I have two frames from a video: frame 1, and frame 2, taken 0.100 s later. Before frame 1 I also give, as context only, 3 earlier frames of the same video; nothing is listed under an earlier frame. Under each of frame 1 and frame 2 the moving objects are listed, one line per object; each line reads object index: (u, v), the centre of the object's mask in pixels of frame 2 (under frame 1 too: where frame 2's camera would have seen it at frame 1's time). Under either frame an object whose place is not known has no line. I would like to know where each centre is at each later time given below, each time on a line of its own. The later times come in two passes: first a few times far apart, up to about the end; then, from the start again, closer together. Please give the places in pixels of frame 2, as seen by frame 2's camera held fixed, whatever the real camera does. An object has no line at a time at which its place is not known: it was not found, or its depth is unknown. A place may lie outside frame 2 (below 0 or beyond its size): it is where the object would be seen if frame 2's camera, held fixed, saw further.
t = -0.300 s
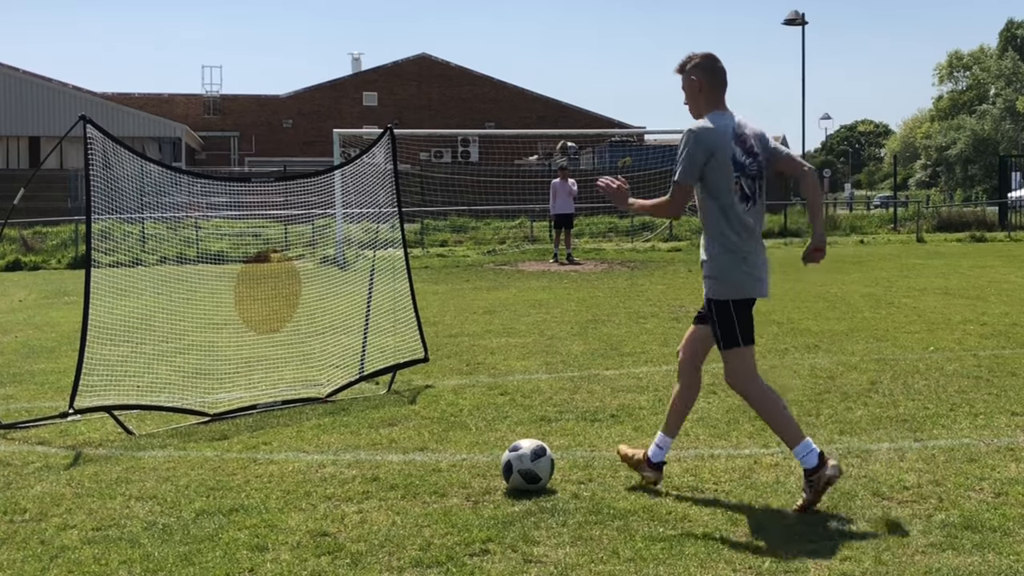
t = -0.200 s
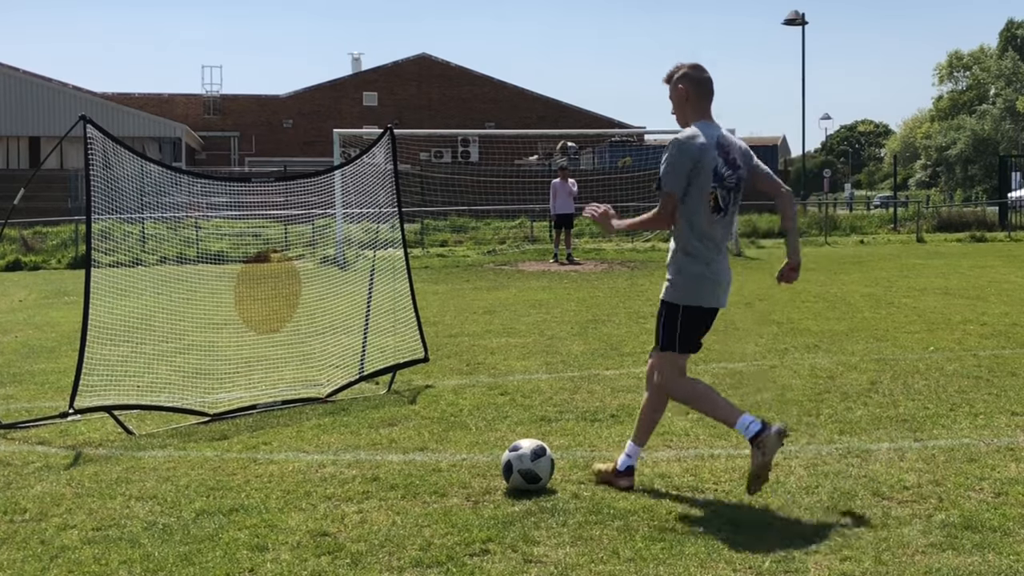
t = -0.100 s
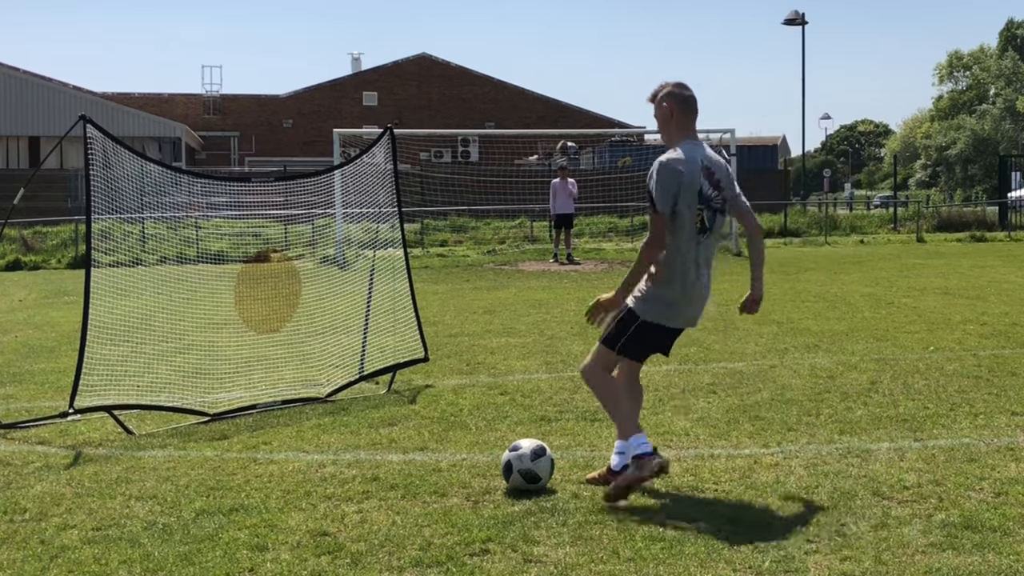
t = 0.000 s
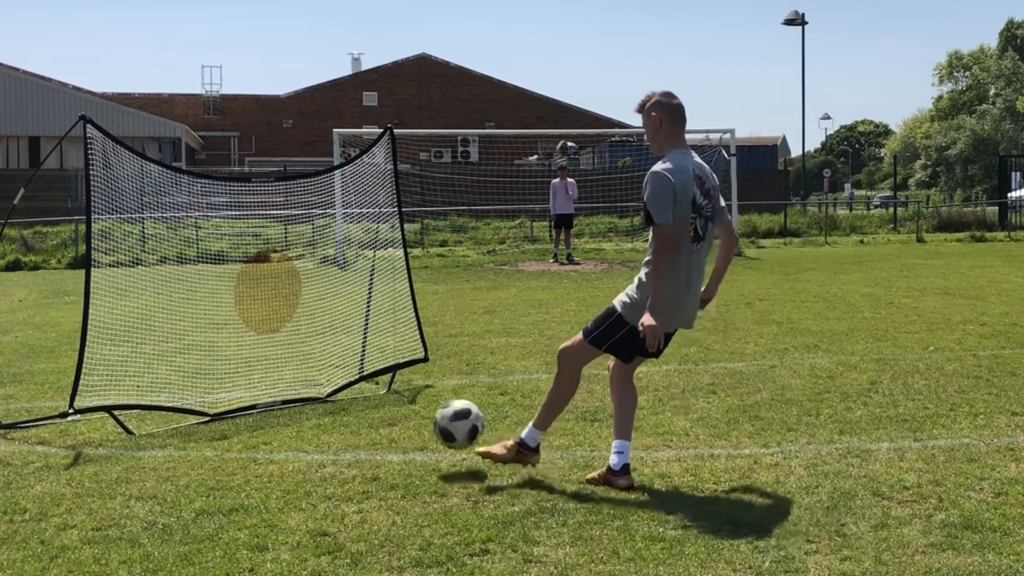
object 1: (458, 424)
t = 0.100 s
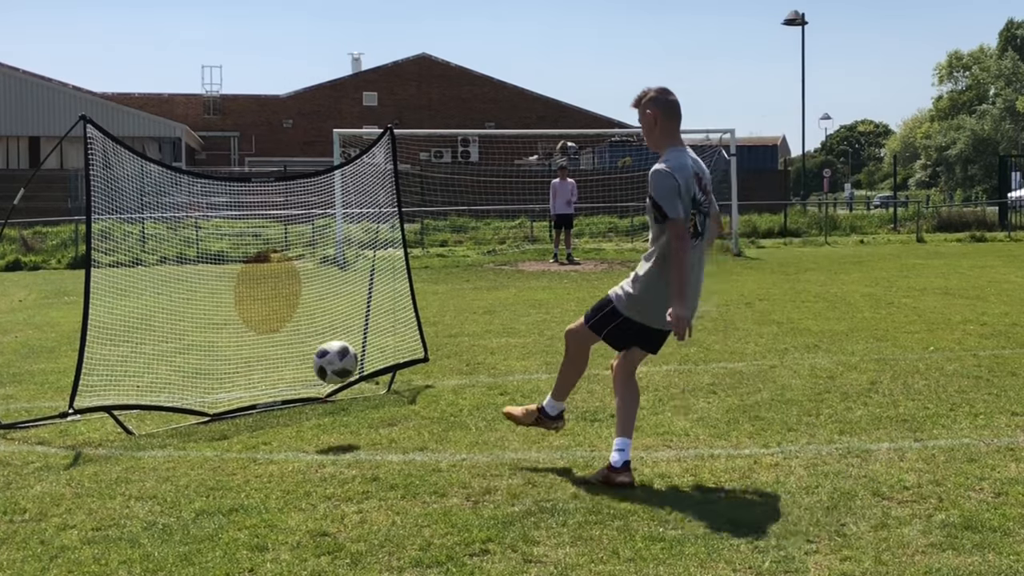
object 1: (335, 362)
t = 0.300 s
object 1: (200, 332)
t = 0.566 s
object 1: (362, 231)
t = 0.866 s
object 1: (608, 229)
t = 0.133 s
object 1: (301, 349)
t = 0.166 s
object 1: (270, 339)
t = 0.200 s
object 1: (242, 331)
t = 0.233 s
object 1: (216, 327)
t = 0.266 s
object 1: (202, 330)
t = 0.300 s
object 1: (200, 332)
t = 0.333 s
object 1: (209, 328)
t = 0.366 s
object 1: (223, 315)
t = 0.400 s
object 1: (243, 298)
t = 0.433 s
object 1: (265, 281)
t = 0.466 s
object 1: (288, 266)
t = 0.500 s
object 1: (312, 252)
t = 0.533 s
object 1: (336, 242)
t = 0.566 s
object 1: (362, 231)
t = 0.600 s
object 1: (387, 223)
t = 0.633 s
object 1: (414, 216)
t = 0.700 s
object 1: (467, 211)
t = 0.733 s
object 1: (494, 210)
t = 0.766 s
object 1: (522, 211)
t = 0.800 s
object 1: (551, 215)
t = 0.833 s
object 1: (580, 221)
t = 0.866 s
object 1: (608, 229)
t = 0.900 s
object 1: (639, 238)
